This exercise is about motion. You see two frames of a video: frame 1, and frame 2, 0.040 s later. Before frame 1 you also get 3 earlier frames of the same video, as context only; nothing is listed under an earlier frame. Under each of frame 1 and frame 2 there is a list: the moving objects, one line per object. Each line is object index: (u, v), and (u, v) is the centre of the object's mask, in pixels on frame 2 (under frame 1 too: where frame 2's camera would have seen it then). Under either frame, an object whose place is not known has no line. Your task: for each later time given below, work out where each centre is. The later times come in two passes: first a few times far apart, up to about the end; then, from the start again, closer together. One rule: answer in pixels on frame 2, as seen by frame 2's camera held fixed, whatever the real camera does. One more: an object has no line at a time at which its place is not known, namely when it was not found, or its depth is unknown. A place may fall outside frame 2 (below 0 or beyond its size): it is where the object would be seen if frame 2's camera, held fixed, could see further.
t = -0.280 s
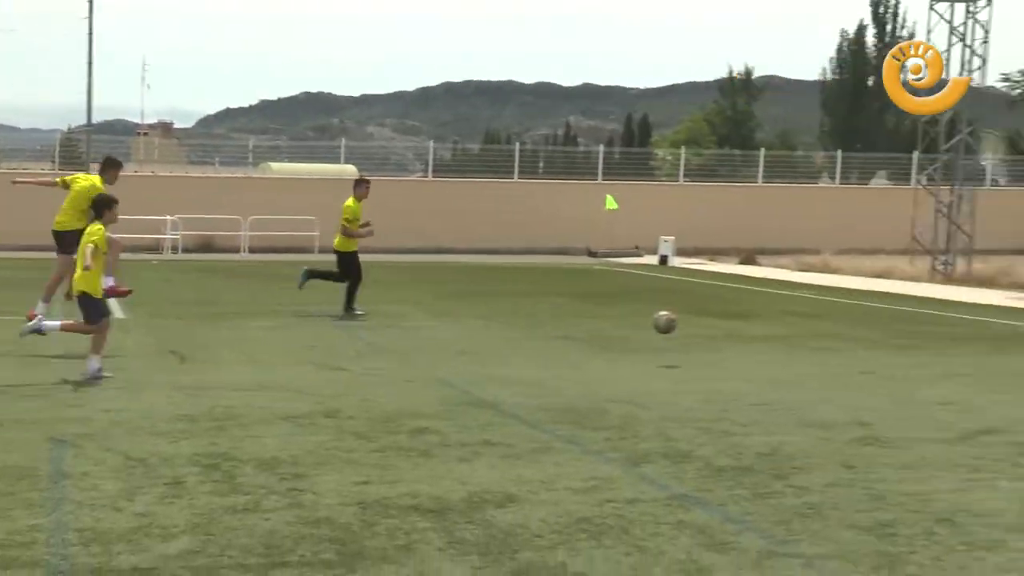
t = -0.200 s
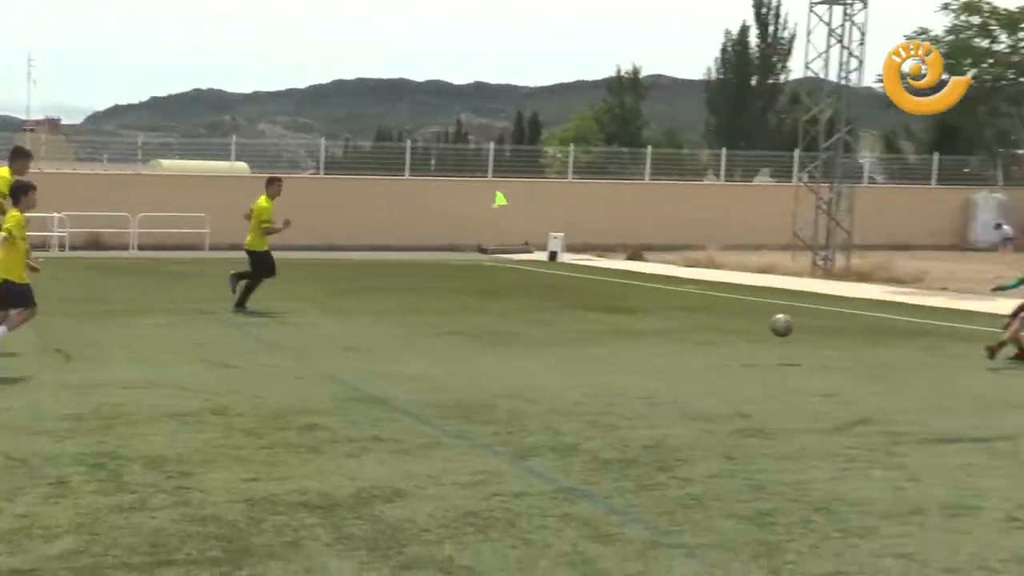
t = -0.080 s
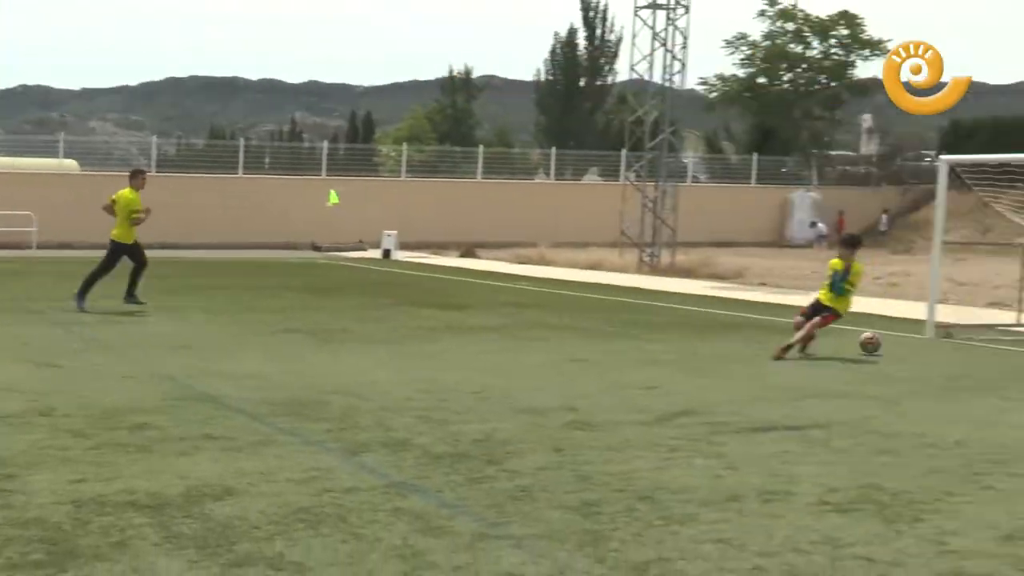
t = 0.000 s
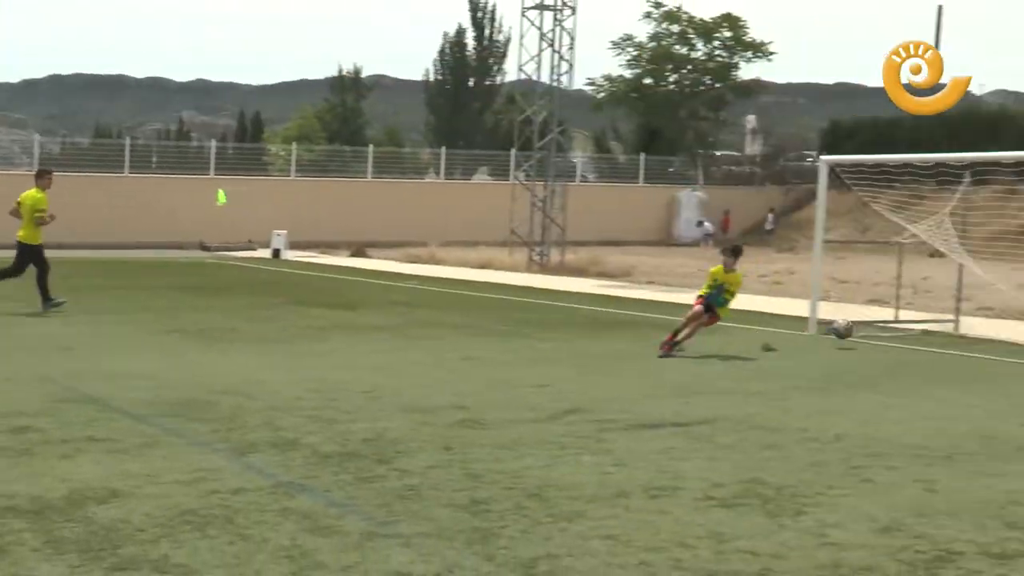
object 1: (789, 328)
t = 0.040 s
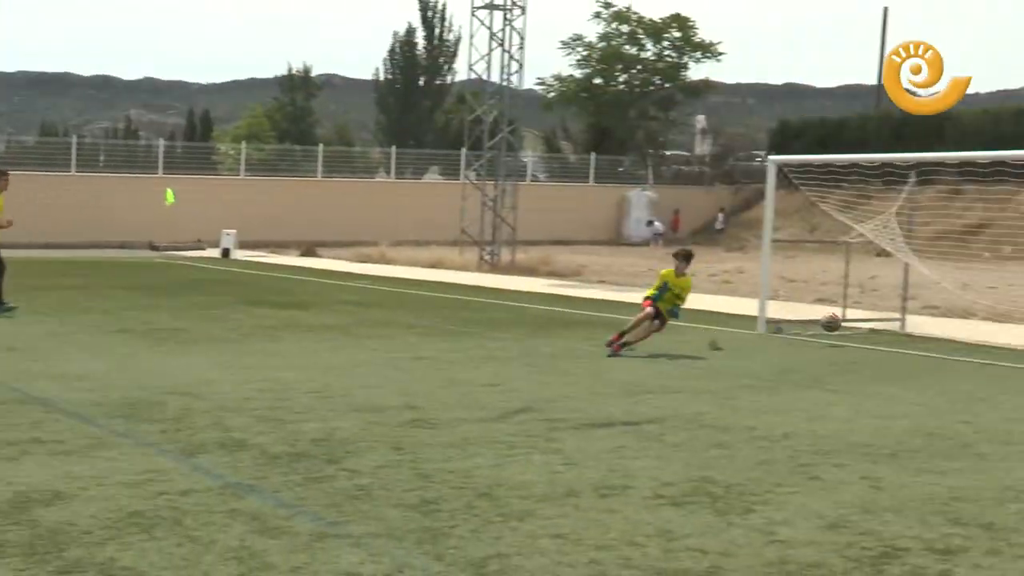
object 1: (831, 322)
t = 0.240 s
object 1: (992, 317)
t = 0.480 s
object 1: (951, 264)
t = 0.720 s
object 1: (892, 268)
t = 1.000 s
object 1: (838, 319)
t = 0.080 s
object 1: (871, 319)
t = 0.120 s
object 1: (909, 318)
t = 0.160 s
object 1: (947, 317)
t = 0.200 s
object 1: (979, 319)
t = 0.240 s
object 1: (992, 317)
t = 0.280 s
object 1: (993, 305)
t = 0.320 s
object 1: (987, 293)
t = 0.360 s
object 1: (980, 282)
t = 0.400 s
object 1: (972, 275)
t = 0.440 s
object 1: (963, 268)
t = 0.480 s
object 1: (951, 264)
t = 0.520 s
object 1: (943, 259)
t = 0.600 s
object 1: (919, 260)
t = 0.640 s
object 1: (910, 261)
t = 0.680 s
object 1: (901, 264)
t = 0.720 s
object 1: (892, 268)
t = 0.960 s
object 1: (843, 312)
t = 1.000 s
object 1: (838, 319)
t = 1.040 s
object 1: (833, 327)
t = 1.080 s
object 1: (835, 323)
